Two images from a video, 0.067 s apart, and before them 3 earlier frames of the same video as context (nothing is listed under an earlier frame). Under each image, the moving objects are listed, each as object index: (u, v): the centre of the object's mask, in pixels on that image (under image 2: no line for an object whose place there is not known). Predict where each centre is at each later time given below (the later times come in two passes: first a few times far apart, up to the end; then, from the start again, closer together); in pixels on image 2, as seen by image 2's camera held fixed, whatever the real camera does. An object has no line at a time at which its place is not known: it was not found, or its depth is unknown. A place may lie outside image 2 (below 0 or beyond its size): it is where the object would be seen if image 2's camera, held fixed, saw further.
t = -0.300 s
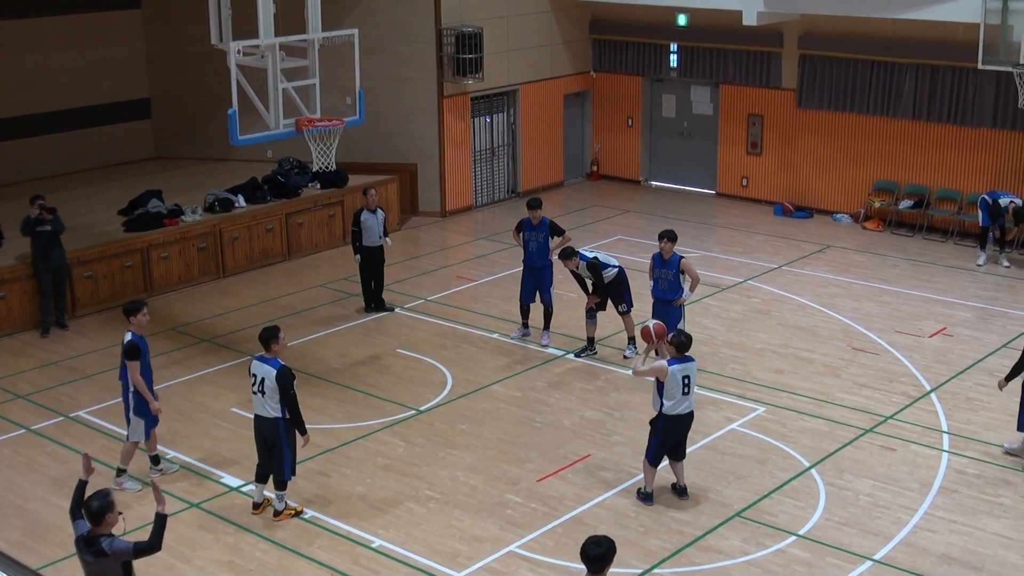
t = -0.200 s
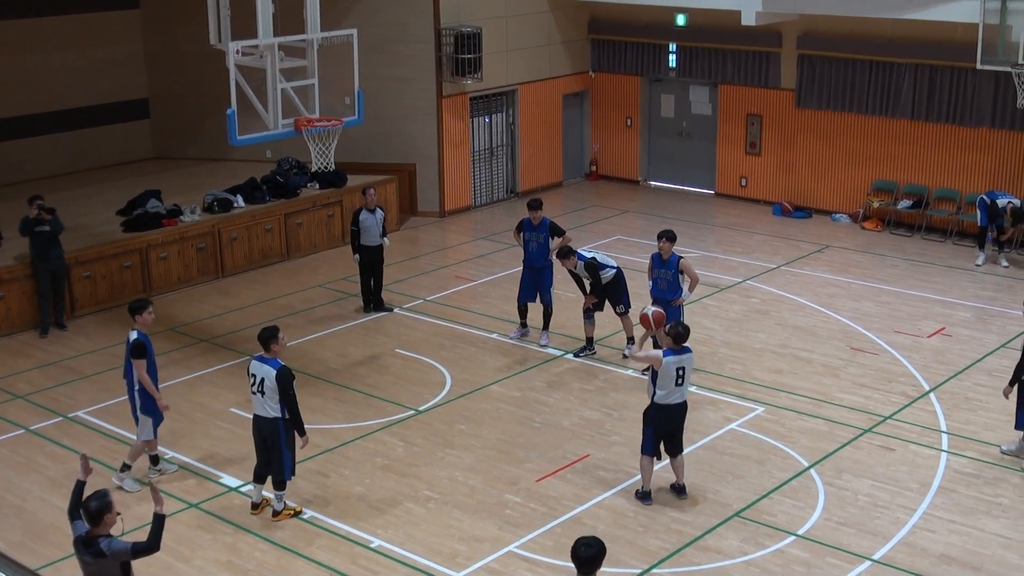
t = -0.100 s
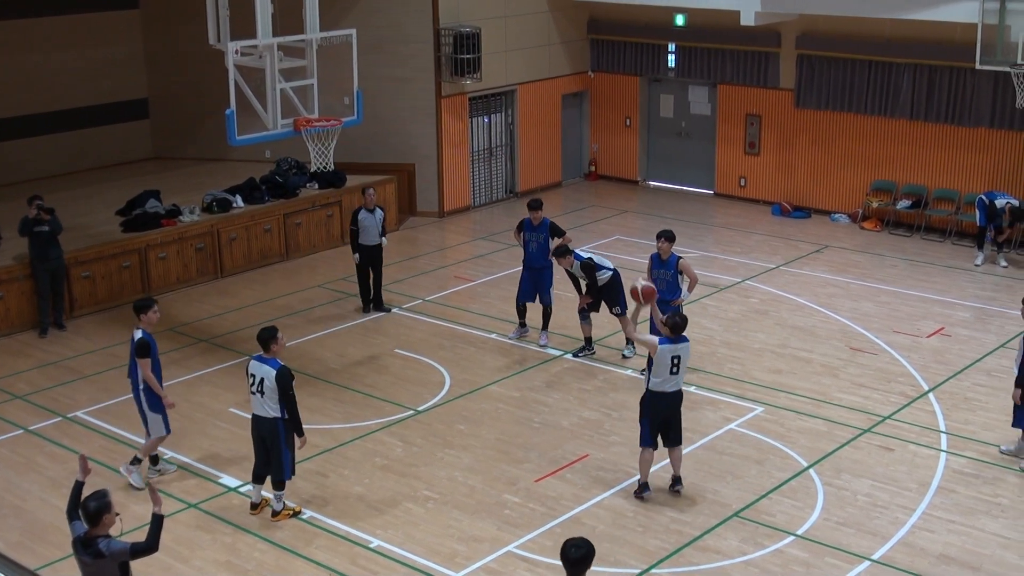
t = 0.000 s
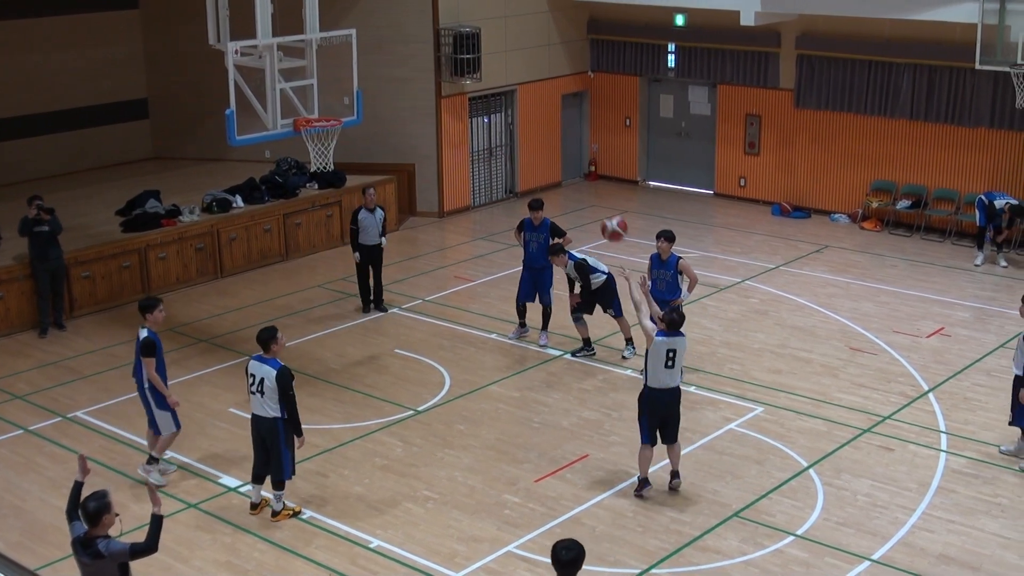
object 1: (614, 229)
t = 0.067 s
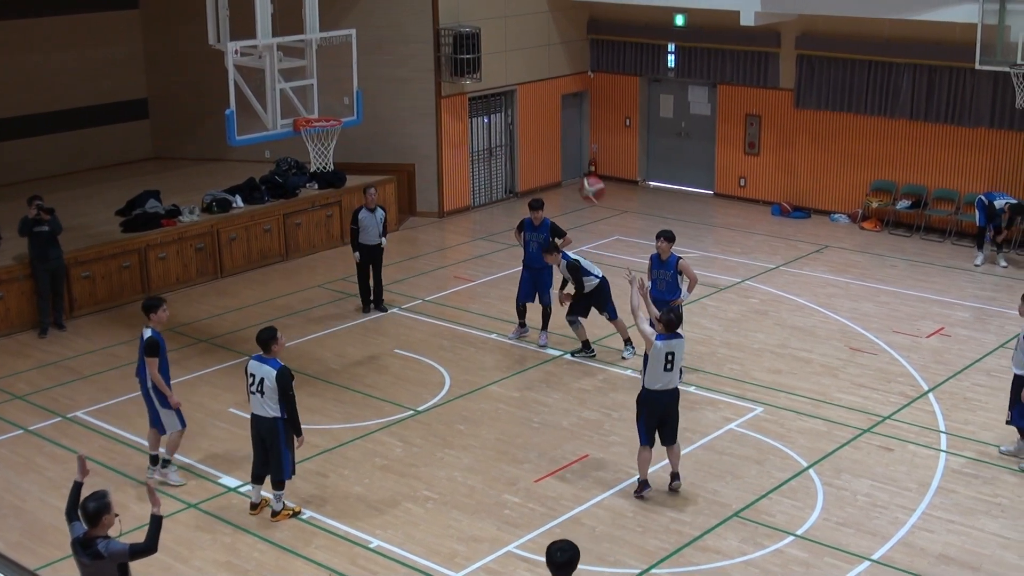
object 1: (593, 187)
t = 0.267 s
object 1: (529, 103)
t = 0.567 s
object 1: (444, 56)
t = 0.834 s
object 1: (380, 86)
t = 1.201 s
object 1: (313, 212)
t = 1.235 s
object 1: (307, 228)
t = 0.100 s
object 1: (581, 170)
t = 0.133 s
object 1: (570, 154)
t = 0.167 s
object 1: (560, 139)
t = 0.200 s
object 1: (550, 126)
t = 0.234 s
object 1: (539, 114)
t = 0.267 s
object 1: (529, 103)
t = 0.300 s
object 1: (519, 91)
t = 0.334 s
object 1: (509, 83)
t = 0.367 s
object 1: (499, 77)
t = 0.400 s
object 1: (490, 70)
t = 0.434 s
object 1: (480, 65)
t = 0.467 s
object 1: (471, 61)
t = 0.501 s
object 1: (462, 58)
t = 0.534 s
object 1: (453, 56)
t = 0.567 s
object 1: (444, 56)
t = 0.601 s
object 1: (436, 56)
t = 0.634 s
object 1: (427, 57)
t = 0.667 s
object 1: (419, 59)
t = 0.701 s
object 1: (411, 63)
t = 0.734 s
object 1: (404, 66)
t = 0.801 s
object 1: (388, 79)
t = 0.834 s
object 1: (380, 86)
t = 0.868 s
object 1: (374, 94)
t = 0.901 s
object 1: (366, 102)
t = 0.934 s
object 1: (360, 112)
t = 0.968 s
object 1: (353, 122)
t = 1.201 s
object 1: (313, 212)
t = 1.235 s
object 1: (307, 228)
